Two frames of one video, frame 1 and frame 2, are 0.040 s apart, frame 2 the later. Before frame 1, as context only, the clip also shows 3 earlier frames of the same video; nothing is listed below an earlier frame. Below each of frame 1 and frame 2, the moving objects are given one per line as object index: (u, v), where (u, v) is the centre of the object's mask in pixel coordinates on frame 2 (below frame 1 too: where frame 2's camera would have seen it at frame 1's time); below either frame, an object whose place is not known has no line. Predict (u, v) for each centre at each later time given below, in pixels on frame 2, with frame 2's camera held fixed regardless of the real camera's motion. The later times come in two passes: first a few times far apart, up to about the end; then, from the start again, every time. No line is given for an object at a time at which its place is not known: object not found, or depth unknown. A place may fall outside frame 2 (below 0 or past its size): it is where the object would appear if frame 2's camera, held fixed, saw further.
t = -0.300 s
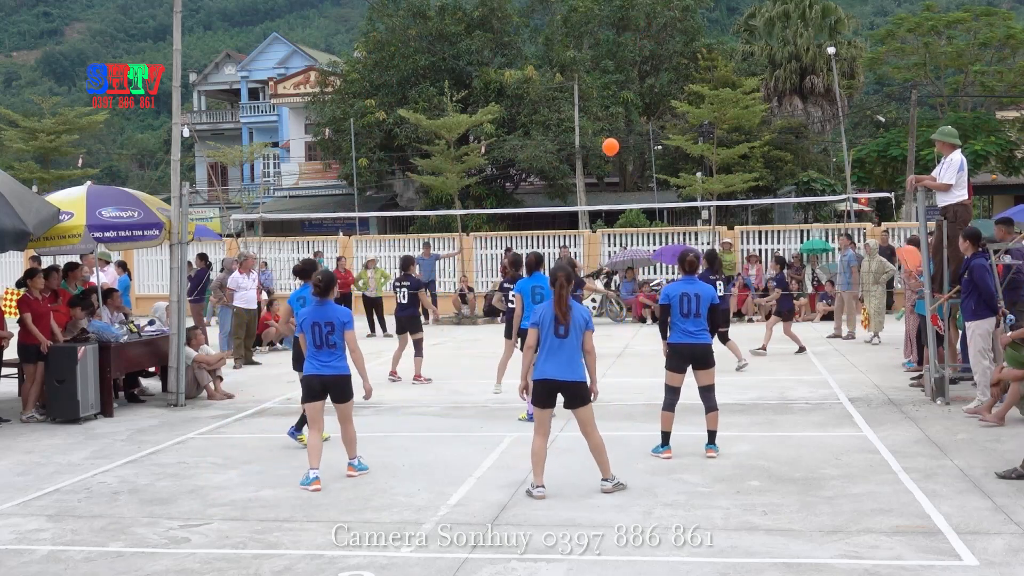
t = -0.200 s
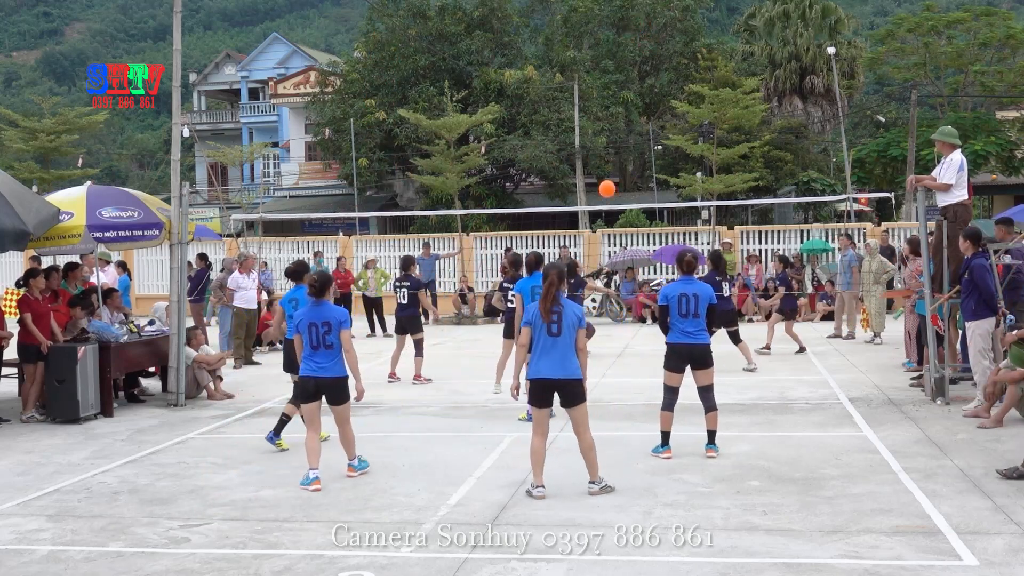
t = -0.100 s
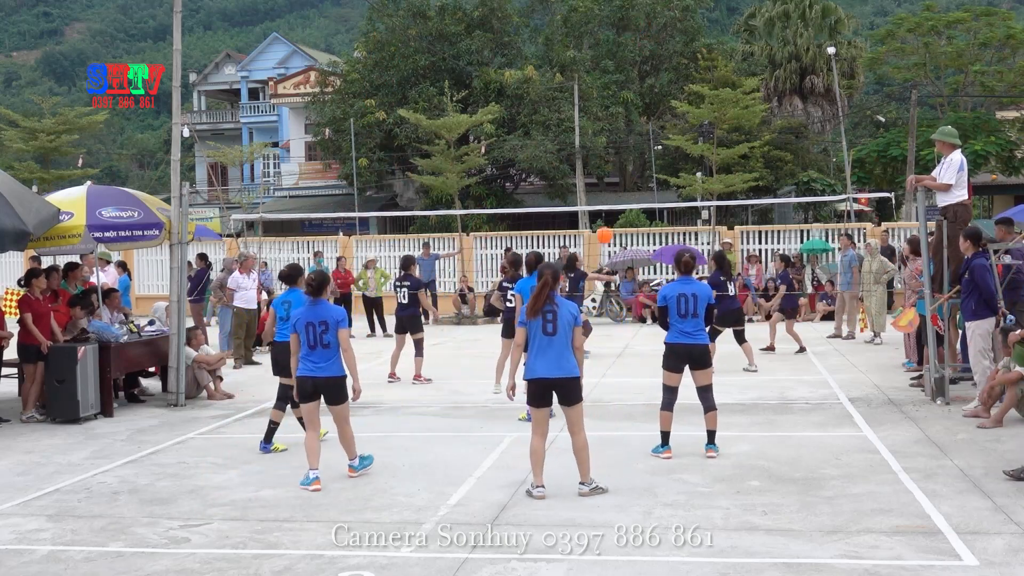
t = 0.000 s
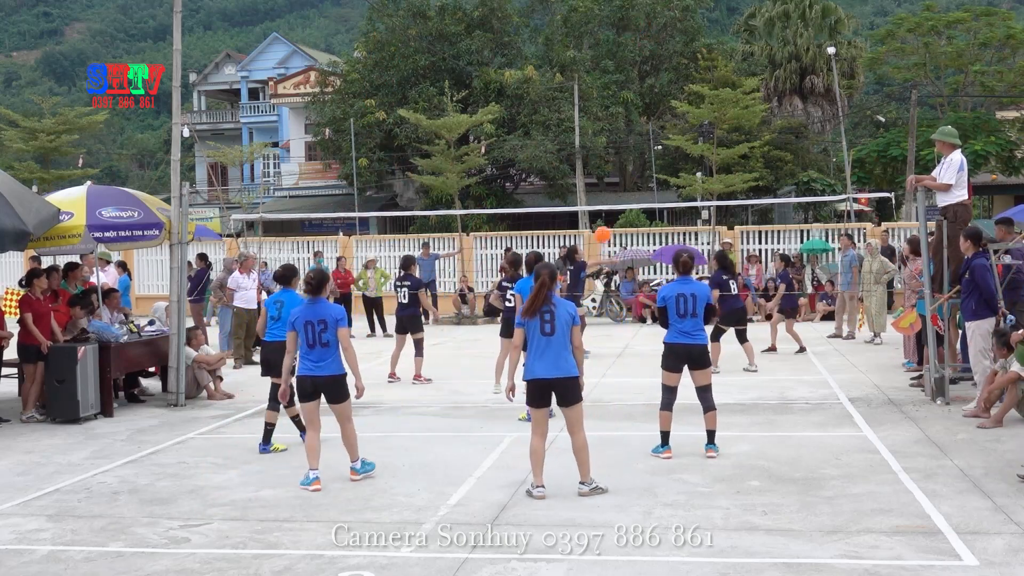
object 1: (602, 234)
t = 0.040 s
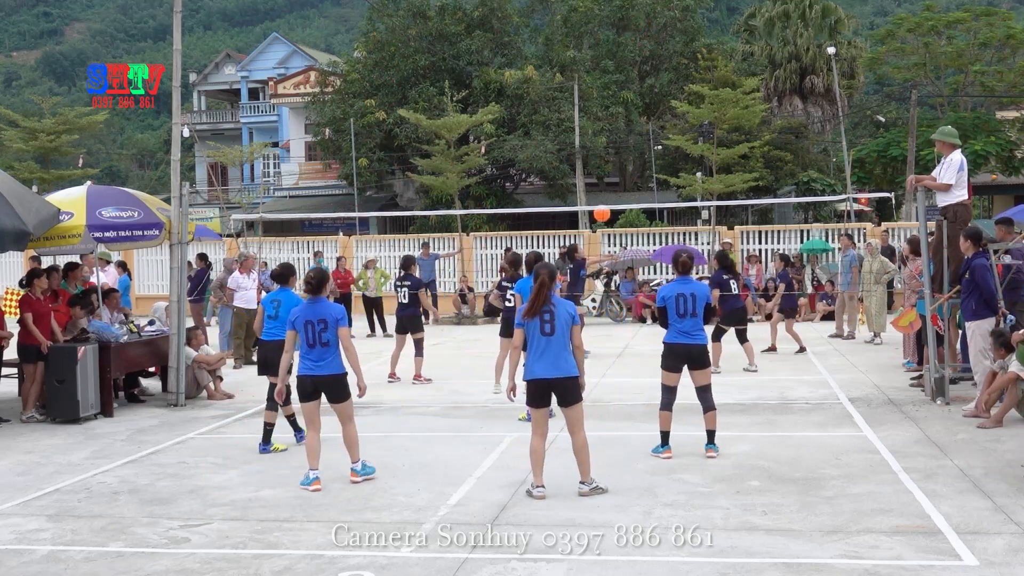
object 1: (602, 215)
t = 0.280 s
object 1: (597, 105)
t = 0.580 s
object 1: (589, 28)
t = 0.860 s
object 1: (581, 14)
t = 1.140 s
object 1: (573, 56)
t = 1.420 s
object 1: (567, 156)
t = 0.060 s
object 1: (601, 200)
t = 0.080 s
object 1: (601, 193)
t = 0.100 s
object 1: (601, 183)
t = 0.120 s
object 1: (601, 173)
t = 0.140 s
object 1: (600, 163)
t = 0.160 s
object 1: (600, 154)
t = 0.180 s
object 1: (599, 145)
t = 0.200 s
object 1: (599, 137)
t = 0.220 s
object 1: (598, 128)
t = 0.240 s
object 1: (598, 120)
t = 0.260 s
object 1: (598, 112)
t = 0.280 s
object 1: (597, 105)
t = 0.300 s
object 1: (597, 98)
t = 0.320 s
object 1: (597, 91)
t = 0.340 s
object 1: (596, 84)
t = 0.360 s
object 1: (596, 78)
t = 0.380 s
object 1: (595, 72)
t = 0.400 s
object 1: (595, 66)
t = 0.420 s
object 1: (594, 61)
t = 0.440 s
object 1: (594, 56)
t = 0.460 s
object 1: (593, 51)
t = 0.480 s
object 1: (592, 46)
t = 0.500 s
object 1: (592, 42)
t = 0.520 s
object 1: (591, 38)
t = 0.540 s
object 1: (590, 35)
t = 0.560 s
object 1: (590, 31)
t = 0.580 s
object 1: (589, 28)
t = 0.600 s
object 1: (589, 25)
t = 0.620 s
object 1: (588, 23)
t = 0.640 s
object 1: (587, 20)
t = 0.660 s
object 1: (587, 18)
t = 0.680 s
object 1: (586, 17)
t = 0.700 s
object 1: (586, 15)
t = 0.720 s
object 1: (585, 14)
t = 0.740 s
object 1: (584, 13)
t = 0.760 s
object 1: (584, 12)
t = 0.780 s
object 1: (583, 12)
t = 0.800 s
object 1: (583, 12)
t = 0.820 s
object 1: (582, 12)
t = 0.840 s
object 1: (581, 13)
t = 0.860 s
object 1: (581, 14)
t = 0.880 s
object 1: (580, 15)
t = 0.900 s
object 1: (580, 16)
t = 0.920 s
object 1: (579, 18)
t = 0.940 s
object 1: (579, 20)
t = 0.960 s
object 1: (578, 22)
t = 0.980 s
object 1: (578, 25)
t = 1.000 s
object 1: (577, 28)
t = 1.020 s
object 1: (577, 31)
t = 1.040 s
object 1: (576, 35)
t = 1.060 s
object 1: (575, 38)
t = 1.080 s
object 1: (575, 42)
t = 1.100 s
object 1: (574, 47)
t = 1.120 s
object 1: (574, 51)
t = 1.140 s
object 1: (573, 56)
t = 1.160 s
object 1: (573, 62)
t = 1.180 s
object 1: (572, 67)
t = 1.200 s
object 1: (572, 73)
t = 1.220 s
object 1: (571, 79)
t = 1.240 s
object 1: (571, 86)
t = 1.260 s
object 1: (570, 92)
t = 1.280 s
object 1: (570, 99)
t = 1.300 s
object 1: (569, 106)
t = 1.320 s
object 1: (568, 114)
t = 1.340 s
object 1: (568, 122)
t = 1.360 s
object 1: (568, 130)
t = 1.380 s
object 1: (567, 138)
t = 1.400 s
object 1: (567, 147)
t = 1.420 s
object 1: (567, 156)
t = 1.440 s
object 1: (566, 165)
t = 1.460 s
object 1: (566, 174)
